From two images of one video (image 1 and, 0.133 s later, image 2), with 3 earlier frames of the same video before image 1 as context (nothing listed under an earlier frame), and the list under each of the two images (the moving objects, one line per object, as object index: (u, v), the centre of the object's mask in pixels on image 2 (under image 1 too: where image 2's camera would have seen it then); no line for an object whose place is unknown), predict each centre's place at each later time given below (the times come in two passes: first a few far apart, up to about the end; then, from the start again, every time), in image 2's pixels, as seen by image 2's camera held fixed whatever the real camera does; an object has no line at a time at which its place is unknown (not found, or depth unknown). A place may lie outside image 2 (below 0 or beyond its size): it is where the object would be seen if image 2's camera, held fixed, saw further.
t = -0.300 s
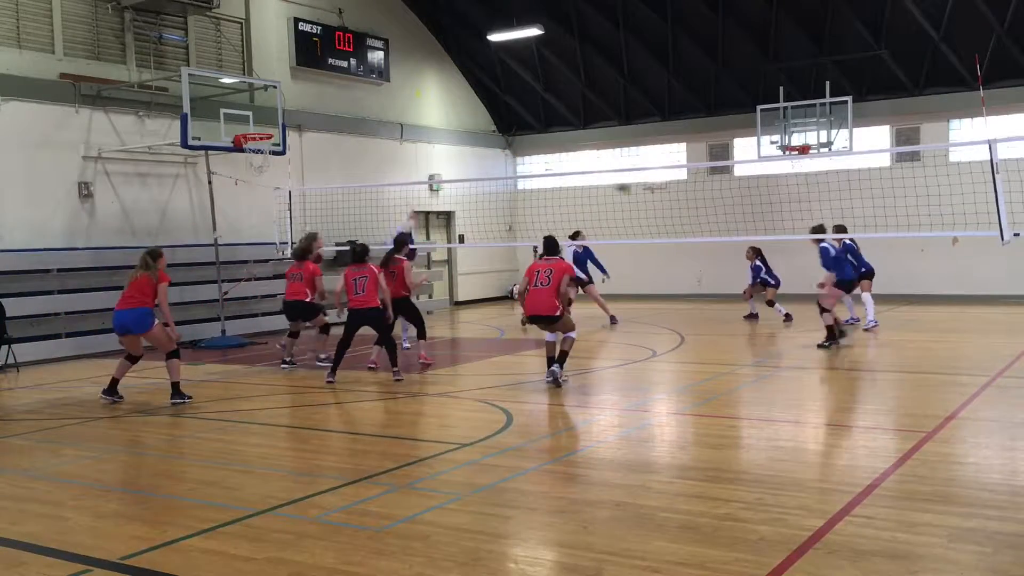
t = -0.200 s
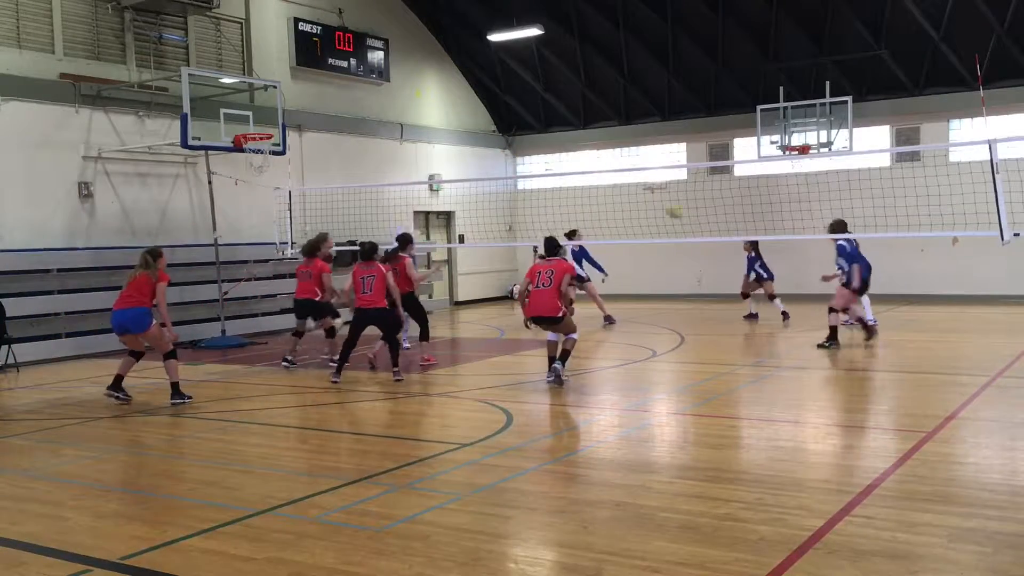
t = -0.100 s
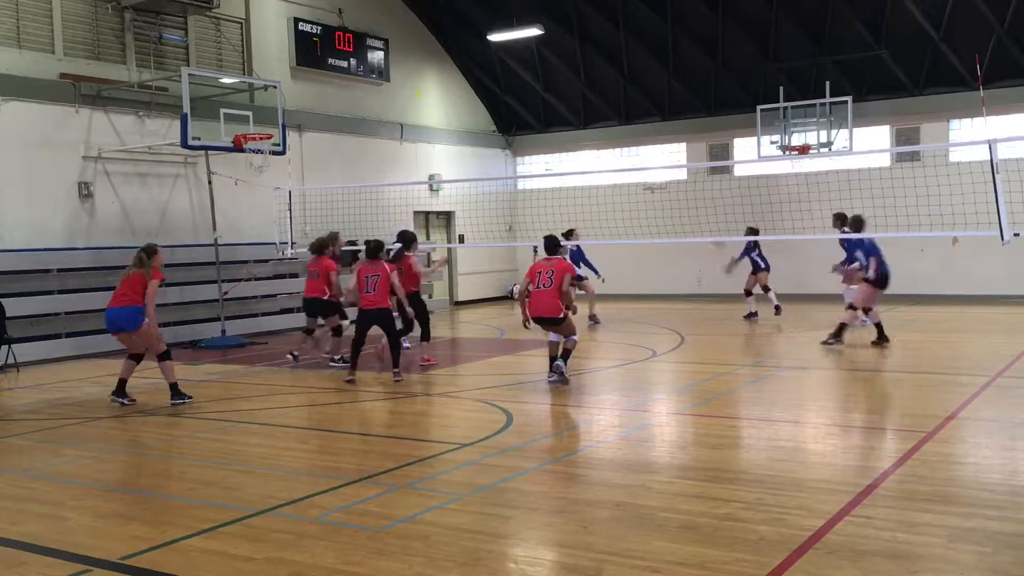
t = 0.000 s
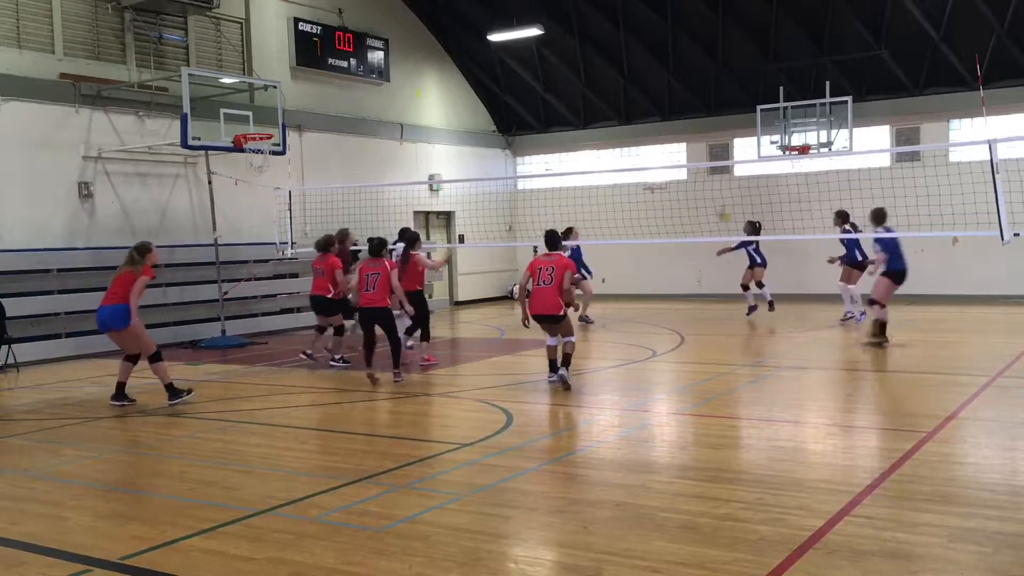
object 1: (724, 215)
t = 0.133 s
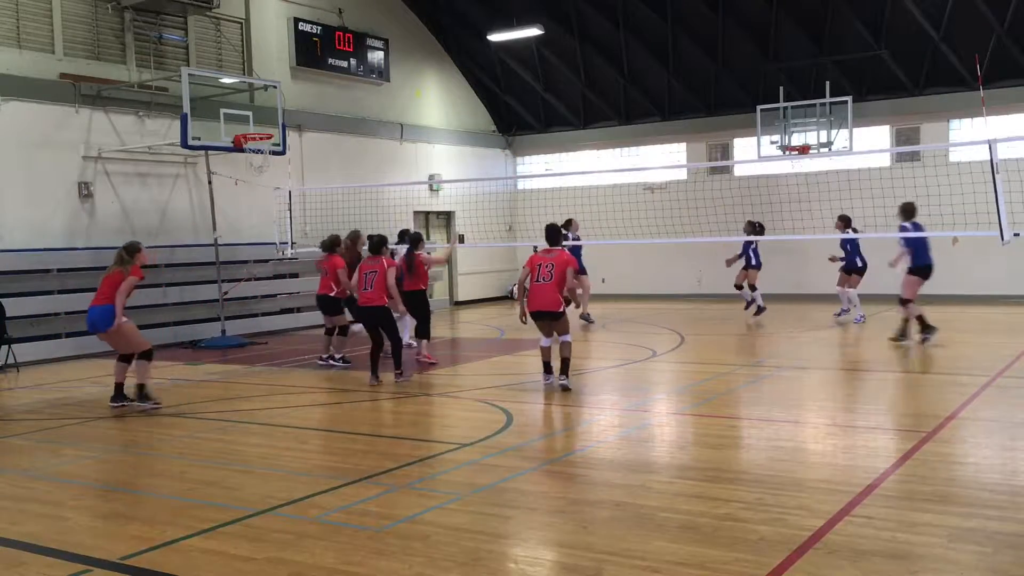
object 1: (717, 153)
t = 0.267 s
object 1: (703, 106)
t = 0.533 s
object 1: (683, 37)
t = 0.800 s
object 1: (663, 11)
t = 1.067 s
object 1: (644, 31)
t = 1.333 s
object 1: (625, 99)
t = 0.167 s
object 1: (712, 142)
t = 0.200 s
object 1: (708, 128)
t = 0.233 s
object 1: (705, 116)
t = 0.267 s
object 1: (703, 106)
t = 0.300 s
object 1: (700, 95)
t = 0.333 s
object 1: (698, 85)
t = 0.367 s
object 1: (695, 75)
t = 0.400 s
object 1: (693, 67)
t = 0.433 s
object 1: (690, 58)
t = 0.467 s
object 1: (688, 50)
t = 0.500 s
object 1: (686, 43)
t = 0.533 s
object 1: (683, 37)
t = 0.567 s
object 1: (681, 31)
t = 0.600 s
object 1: (678, 26)
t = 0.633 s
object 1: (676, 22)
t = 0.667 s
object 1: (674, 19)
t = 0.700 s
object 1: (671, 16)
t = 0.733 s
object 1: (668, 13)
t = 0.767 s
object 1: (666, 12)
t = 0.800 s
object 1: (663, 11)
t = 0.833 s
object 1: (661, 11)
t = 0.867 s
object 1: (658, 11)
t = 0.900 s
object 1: (656, 13)
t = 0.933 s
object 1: (654, 15)
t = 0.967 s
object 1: (651, 18)
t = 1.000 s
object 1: (649, 21)
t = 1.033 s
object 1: (646, 26)
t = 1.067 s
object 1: (644, 31)
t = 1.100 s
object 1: (642, 37)
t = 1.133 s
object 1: (639, 43)
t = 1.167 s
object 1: (637, 51)
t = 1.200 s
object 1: (634, 60)
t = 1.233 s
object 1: (632, 68)
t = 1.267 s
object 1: (630, 78)
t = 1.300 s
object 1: (627, 88)
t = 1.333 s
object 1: (625, 99)
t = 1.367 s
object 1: (622, 112)
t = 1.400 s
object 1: (620, 124)
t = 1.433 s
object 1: (618, 136)
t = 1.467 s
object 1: (616, 150)
